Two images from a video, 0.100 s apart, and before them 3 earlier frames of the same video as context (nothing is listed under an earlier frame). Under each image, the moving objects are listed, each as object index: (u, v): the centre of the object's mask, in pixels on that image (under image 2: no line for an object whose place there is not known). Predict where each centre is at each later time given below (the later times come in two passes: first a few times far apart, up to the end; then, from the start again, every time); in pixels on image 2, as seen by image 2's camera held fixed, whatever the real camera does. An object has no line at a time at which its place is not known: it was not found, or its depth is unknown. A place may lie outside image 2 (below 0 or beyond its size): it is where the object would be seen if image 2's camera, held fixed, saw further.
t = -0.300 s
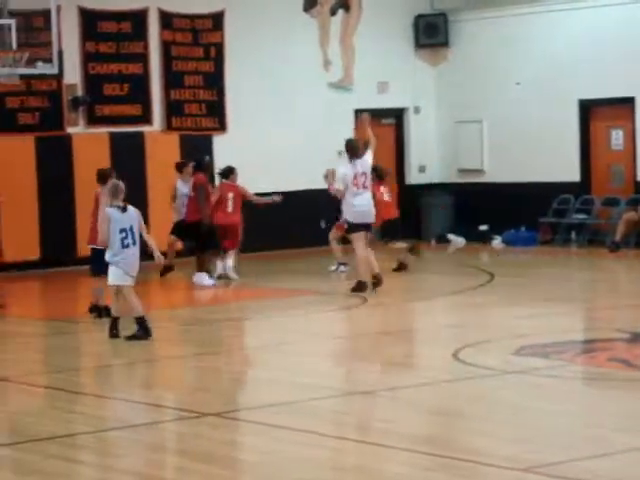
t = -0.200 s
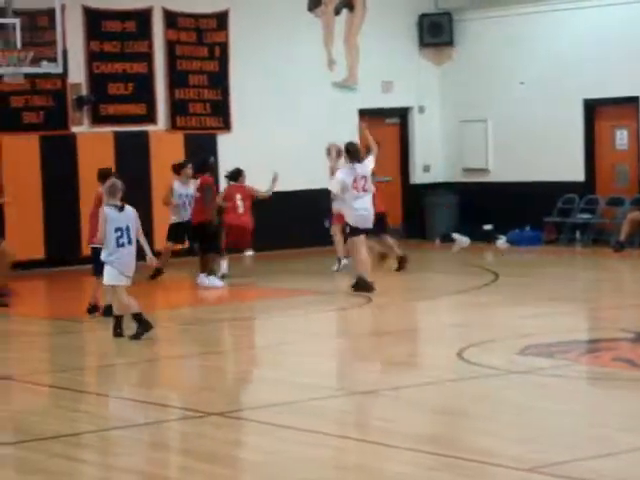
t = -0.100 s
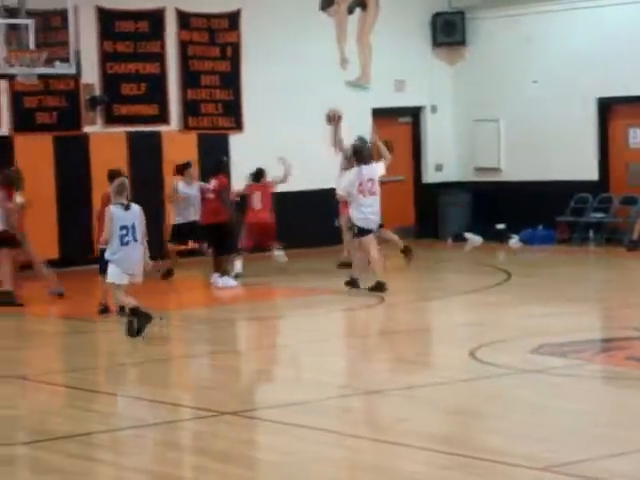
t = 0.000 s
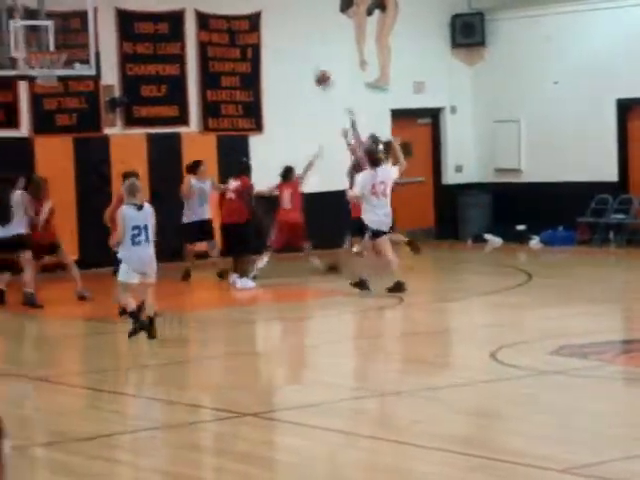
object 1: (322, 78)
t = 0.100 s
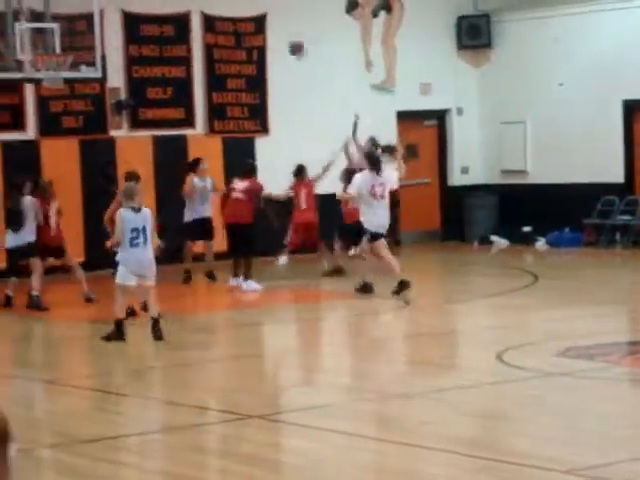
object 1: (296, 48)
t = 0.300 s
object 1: (233, 4)
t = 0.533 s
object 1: (164, -11)
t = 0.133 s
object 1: (286, 38)
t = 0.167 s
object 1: (275, 30)
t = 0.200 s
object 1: (265, 22)
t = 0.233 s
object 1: (255, 13)
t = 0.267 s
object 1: (244, 9)
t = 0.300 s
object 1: (233, 4)
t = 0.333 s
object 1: (223, -1)
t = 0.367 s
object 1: (212, -4)
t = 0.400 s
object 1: (202, -7)
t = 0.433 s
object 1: (192, -10)
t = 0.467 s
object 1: (181, -11)
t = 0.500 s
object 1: (172, -11)
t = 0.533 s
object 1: (164, -11)
